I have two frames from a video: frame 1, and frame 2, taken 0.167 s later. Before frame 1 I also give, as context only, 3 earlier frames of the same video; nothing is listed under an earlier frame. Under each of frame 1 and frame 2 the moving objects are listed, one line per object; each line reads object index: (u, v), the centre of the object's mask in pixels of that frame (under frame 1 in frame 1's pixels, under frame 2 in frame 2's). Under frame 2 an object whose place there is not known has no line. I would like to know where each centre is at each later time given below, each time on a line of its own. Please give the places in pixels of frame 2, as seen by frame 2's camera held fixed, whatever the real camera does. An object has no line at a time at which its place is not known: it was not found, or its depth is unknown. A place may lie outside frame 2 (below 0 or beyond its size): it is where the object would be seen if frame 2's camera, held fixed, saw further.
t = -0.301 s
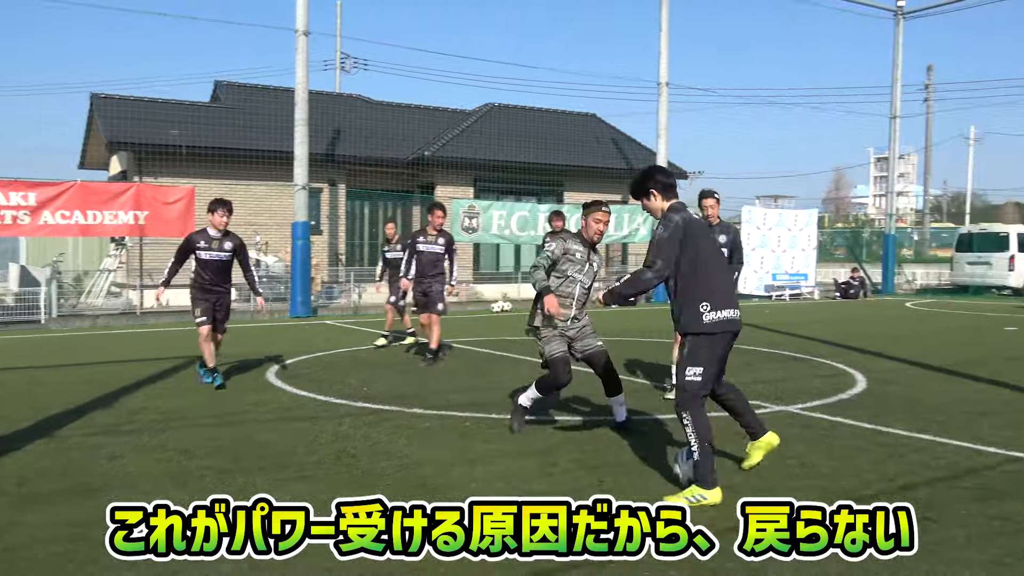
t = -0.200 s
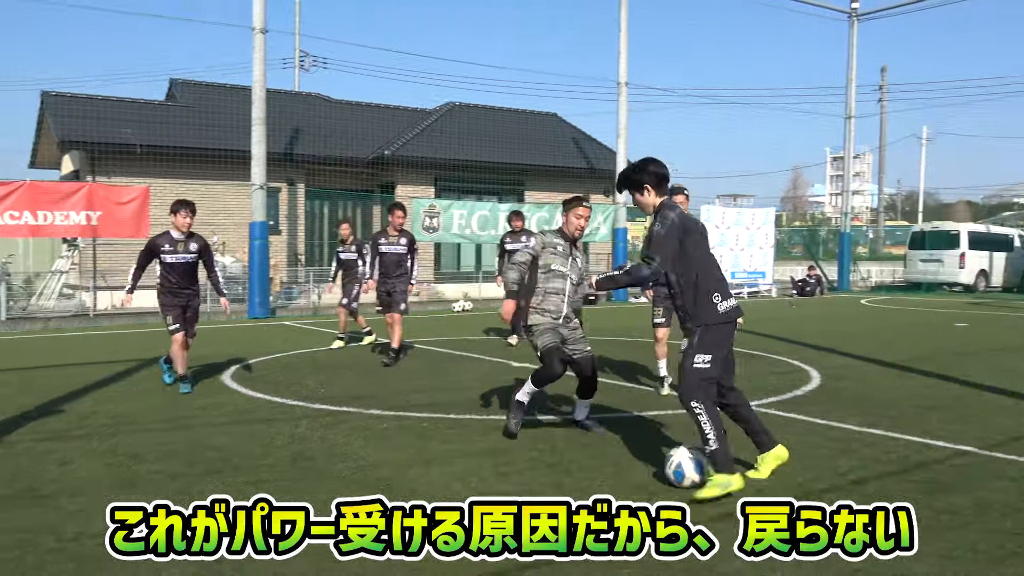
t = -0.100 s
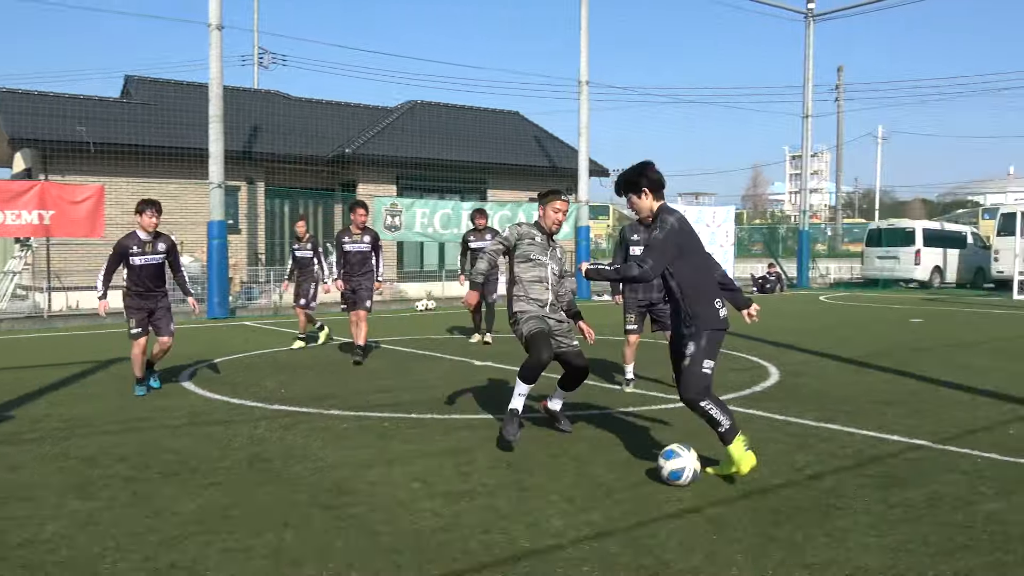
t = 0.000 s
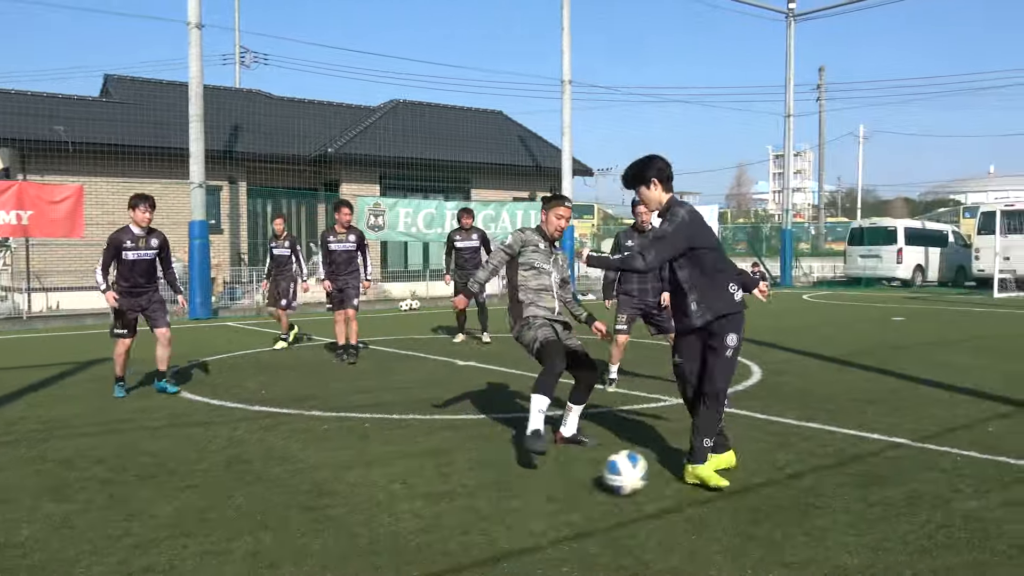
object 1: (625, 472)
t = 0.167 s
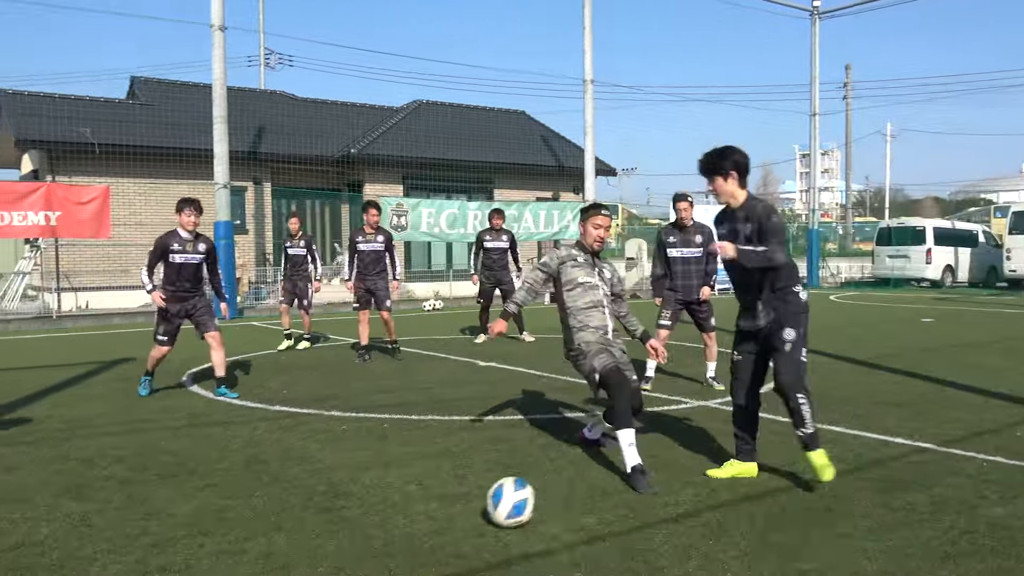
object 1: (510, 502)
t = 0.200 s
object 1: (485, 508)
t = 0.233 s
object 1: (460, 515)
